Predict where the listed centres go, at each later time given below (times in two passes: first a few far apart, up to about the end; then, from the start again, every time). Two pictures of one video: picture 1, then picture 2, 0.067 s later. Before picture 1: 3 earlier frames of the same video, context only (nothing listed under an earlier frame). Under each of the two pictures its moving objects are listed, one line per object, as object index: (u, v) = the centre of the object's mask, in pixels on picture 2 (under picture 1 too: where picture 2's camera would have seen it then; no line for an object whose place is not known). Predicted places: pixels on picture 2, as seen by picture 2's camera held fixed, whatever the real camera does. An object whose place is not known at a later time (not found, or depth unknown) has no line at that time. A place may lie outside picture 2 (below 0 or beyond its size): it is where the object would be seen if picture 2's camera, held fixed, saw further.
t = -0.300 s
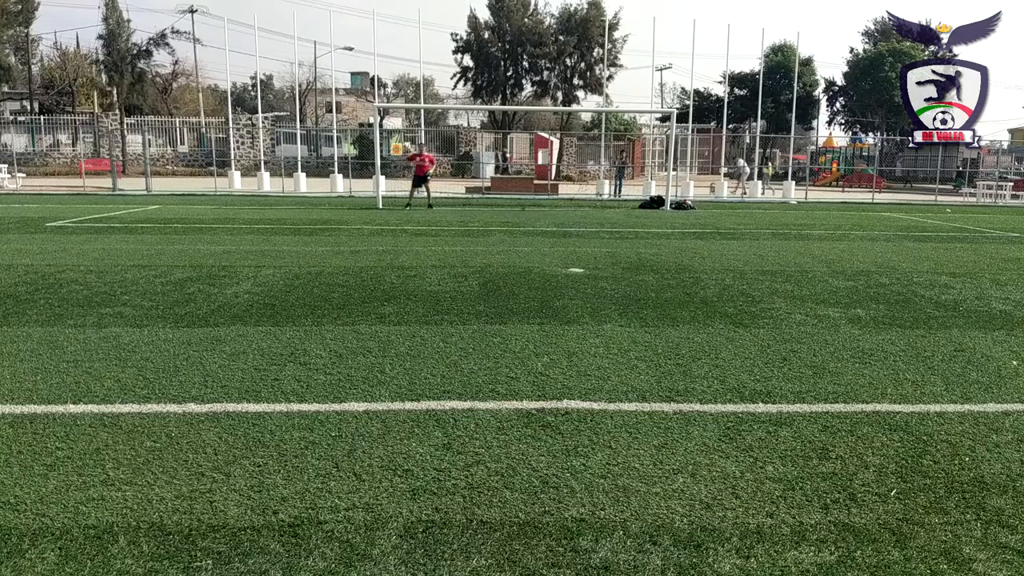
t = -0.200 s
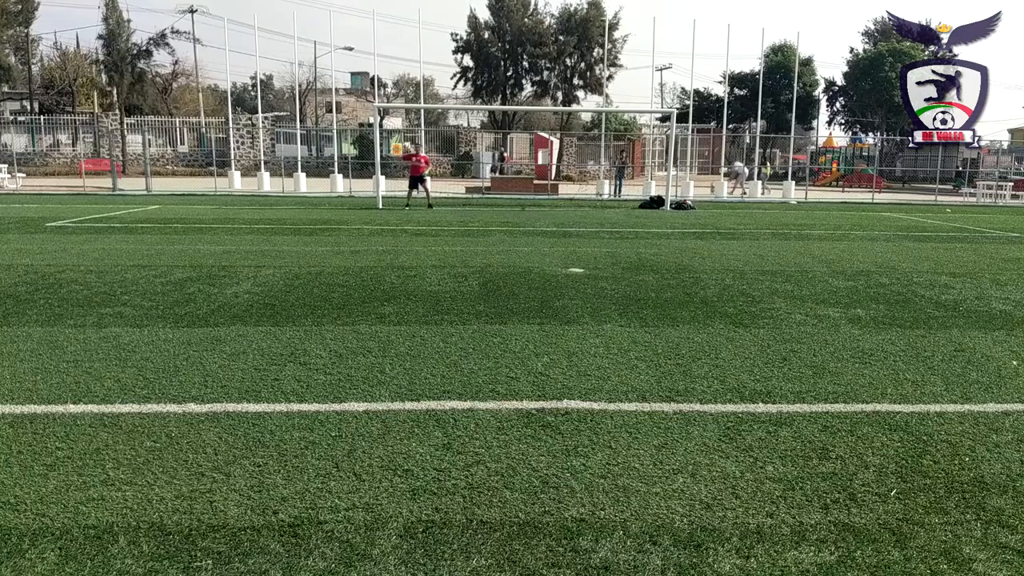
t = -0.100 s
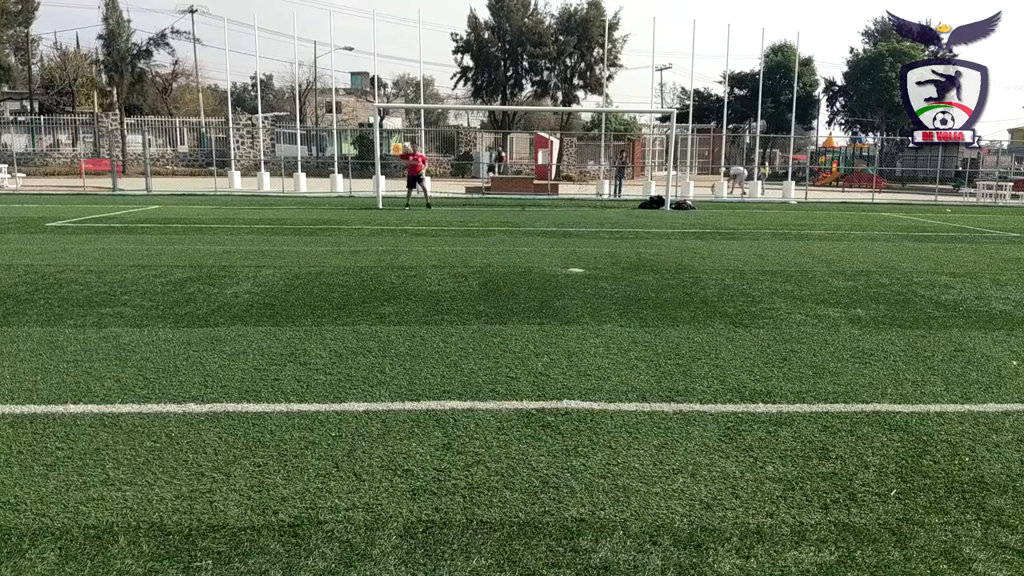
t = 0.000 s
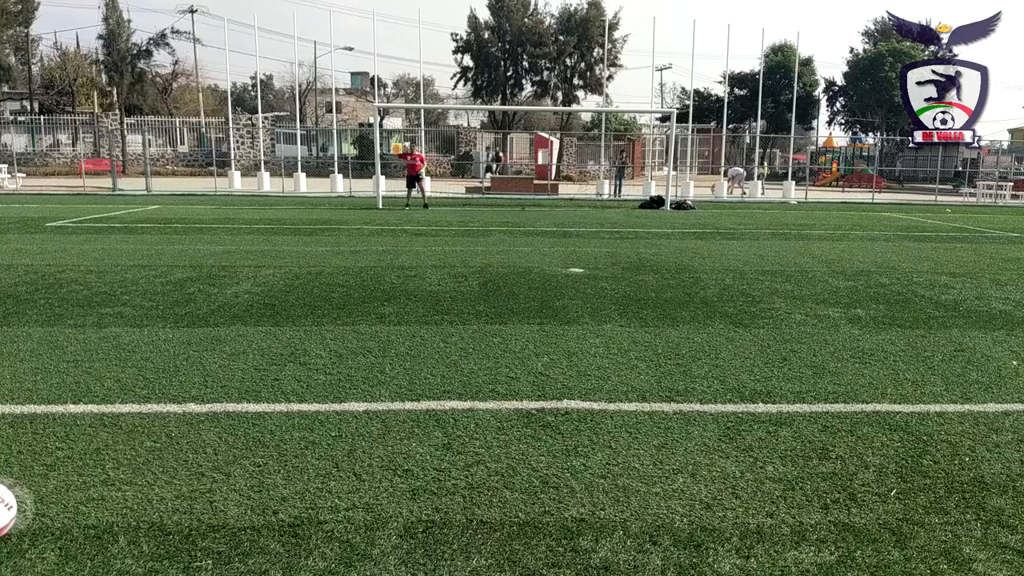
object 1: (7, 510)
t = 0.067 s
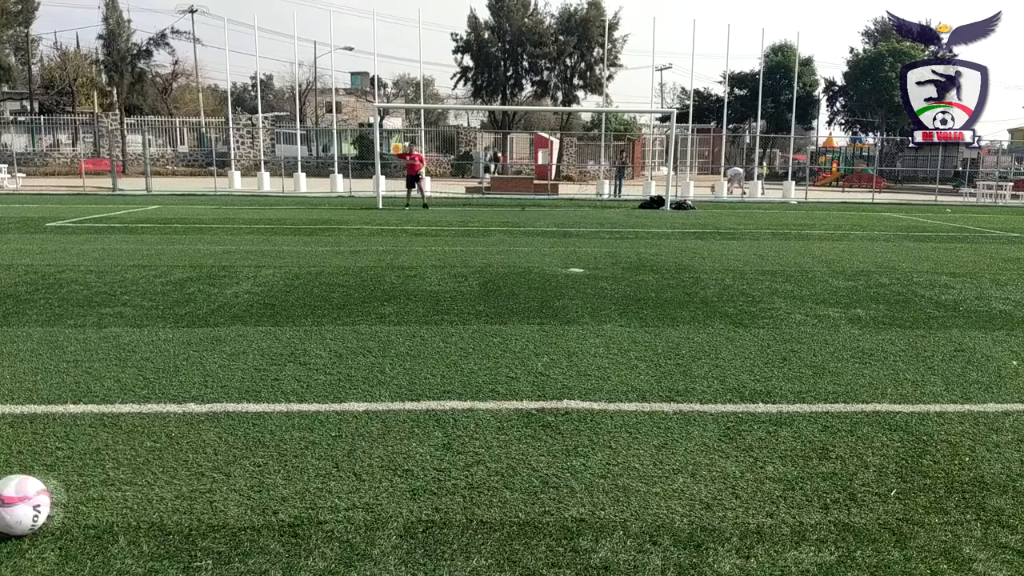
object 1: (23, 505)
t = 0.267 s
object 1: (112, 494)
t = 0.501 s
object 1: (210, 480)
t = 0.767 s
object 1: (304, 466)
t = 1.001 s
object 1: (375, 455)
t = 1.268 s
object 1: (442, 446)
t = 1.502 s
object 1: (493, 439)
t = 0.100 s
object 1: (33, 504)
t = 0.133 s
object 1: (50, 502)
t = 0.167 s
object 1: (66, 500)
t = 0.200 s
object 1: (82, 499)
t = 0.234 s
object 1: (97, 496)
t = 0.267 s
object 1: (112, 494)
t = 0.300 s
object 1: (126, 492)
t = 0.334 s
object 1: (141, 489)
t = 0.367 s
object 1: (155, 488)
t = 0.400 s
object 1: (169, 485)
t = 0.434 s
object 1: (183, 484)
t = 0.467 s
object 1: (196, 481)
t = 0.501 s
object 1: (210, 480)
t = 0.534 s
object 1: (222, 478)
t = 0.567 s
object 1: (235, 477)
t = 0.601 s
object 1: (248, 475)
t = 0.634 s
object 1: (259, 473)
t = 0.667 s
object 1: (271, 471)
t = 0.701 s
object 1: (283, 470)
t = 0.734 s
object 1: (294, 468)
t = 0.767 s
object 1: (304, 466)
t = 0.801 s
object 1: (315, 465)
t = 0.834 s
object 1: (325, 463)
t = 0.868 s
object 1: (335, 460)
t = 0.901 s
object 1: (345, 460)
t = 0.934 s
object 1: (355, 458)
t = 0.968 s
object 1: (365, 456)
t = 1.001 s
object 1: (375, 455)
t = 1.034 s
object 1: (383, 454)
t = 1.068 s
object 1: (393, 453)
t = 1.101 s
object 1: (402, 451)
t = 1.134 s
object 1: (410, 450)
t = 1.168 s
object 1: (418, 449)
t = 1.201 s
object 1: (427, 448)
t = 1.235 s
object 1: (434, 447)
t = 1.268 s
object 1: (442, 446)
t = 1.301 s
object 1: (450, 445)
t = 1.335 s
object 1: (457, 444)
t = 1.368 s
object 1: (464, 443)
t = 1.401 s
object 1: (471, 442)
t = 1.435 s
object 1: (479, 441)
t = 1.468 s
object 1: (486, 440)
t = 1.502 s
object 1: (493, 439)
